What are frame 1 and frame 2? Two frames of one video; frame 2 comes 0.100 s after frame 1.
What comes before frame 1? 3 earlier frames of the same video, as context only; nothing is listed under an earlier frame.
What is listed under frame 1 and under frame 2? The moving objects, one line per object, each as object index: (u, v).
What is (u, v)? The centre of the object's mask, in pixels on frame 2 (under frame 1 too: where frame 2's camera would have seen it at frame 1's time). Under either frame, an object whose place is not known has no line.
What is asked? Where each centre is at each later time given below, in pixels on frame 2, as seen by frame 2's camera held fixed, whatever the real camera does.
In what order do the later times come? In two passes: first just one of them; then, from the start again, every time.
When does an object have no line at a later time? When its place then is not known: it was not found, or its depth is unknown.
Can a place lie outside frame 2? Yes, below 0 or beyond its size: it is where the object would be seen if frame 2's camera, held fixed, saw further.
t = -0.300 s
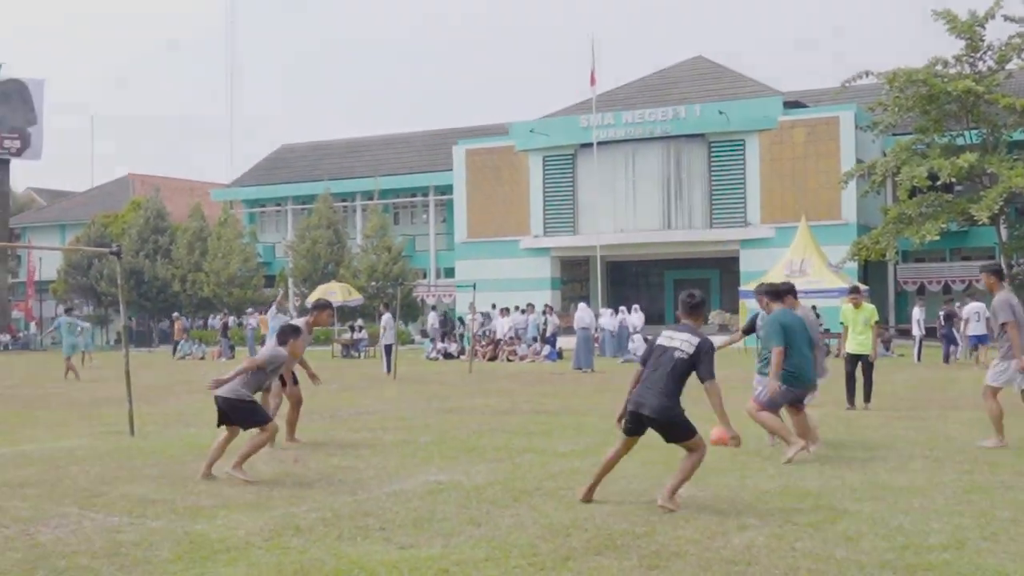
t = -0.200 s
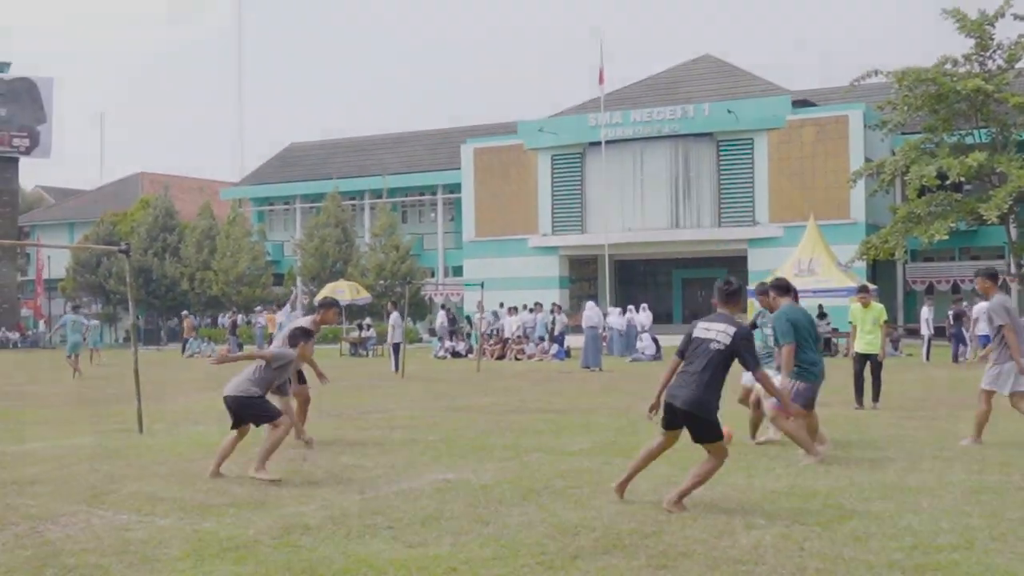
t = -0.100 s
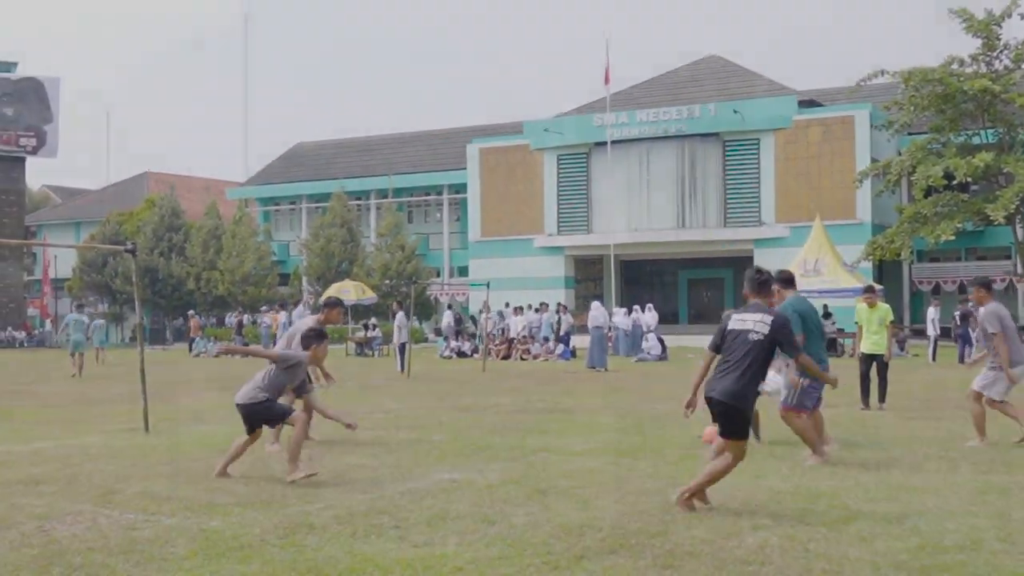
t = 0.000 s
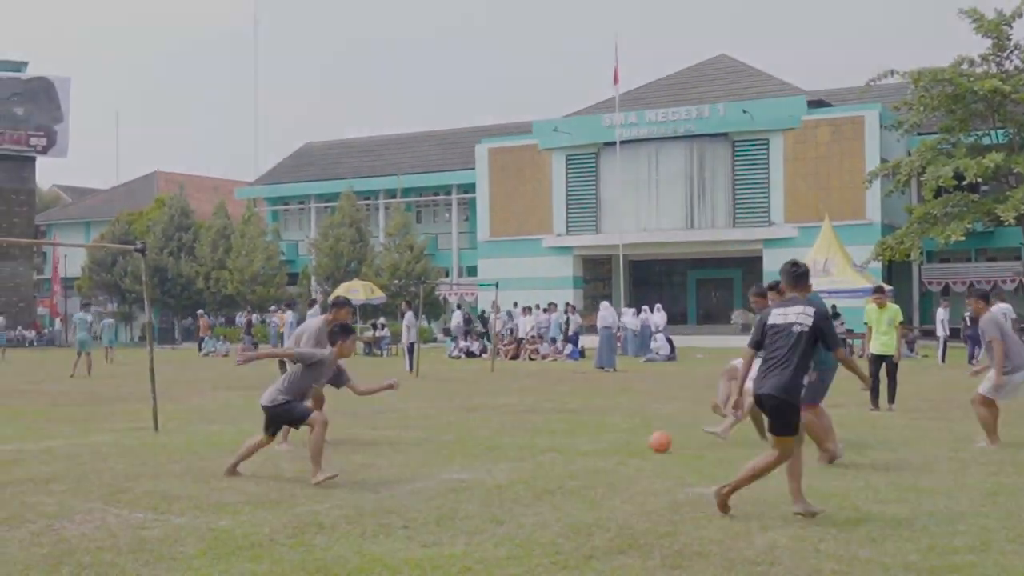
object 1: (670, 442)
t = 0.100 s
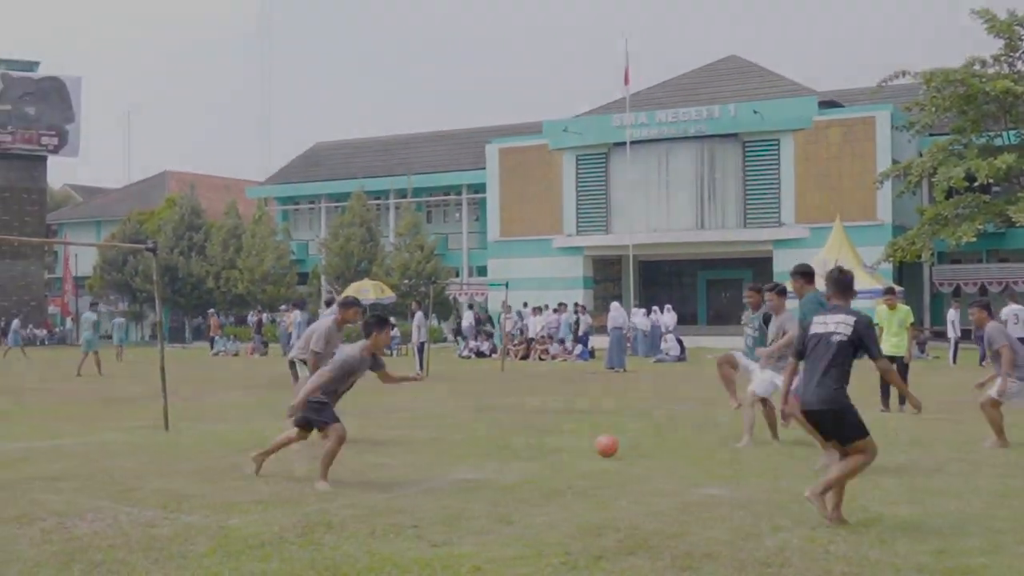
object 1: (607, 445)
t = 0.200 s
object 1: (544, 449)
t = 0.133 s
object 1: (583, 445)
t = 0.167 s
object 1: (571, 446)
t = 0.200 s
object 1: (544, 449)
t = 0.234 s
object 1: (519, 454)
